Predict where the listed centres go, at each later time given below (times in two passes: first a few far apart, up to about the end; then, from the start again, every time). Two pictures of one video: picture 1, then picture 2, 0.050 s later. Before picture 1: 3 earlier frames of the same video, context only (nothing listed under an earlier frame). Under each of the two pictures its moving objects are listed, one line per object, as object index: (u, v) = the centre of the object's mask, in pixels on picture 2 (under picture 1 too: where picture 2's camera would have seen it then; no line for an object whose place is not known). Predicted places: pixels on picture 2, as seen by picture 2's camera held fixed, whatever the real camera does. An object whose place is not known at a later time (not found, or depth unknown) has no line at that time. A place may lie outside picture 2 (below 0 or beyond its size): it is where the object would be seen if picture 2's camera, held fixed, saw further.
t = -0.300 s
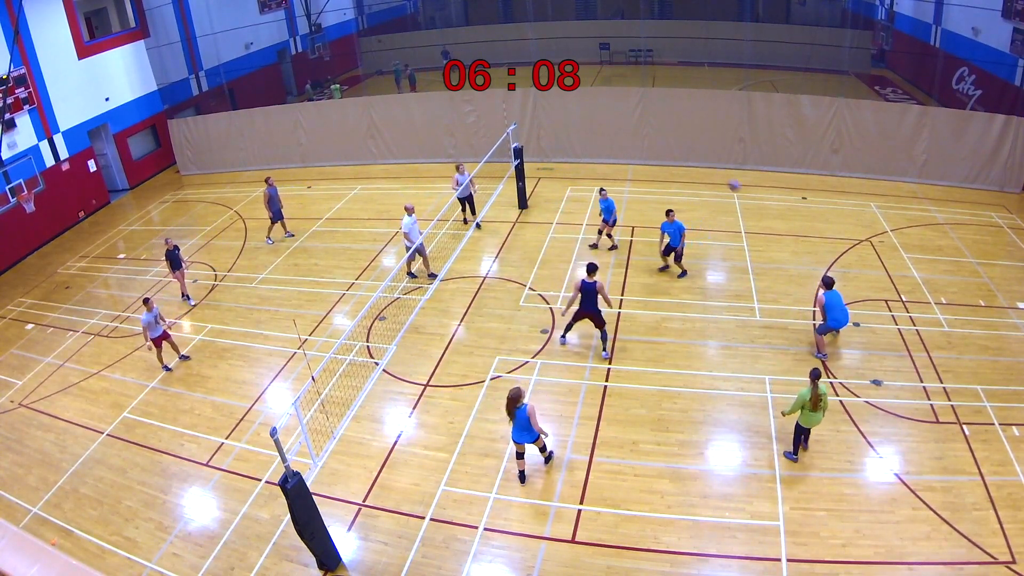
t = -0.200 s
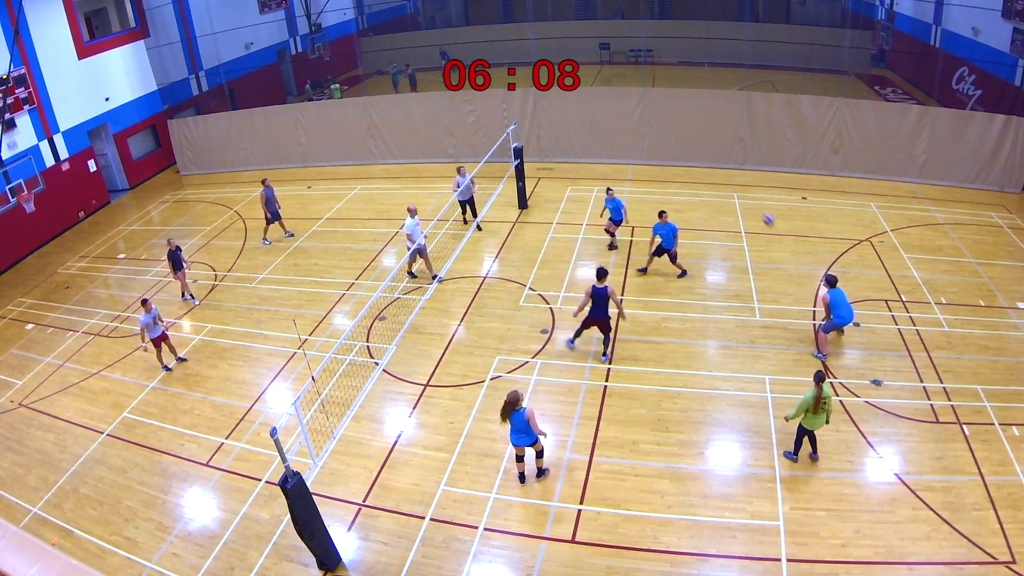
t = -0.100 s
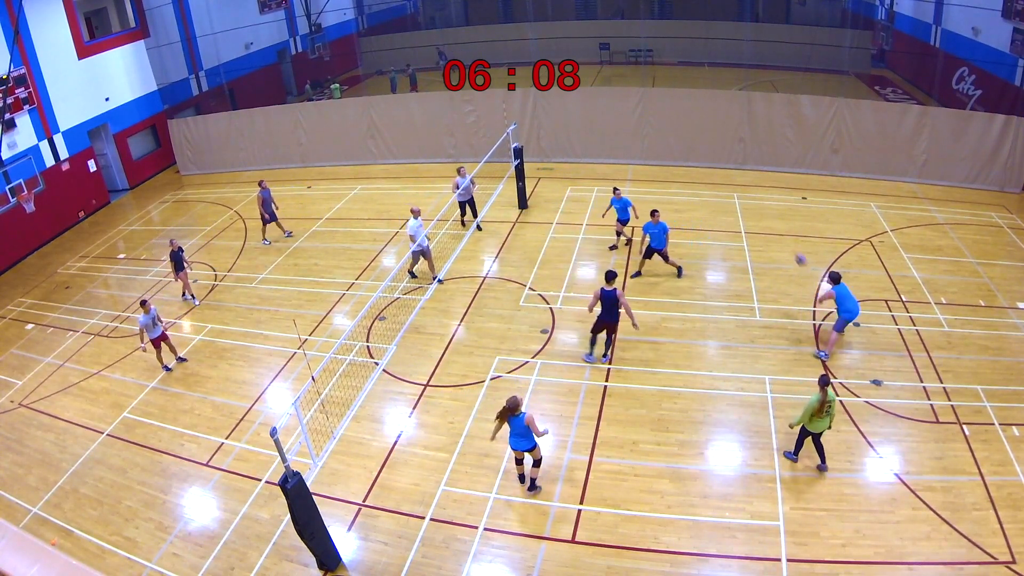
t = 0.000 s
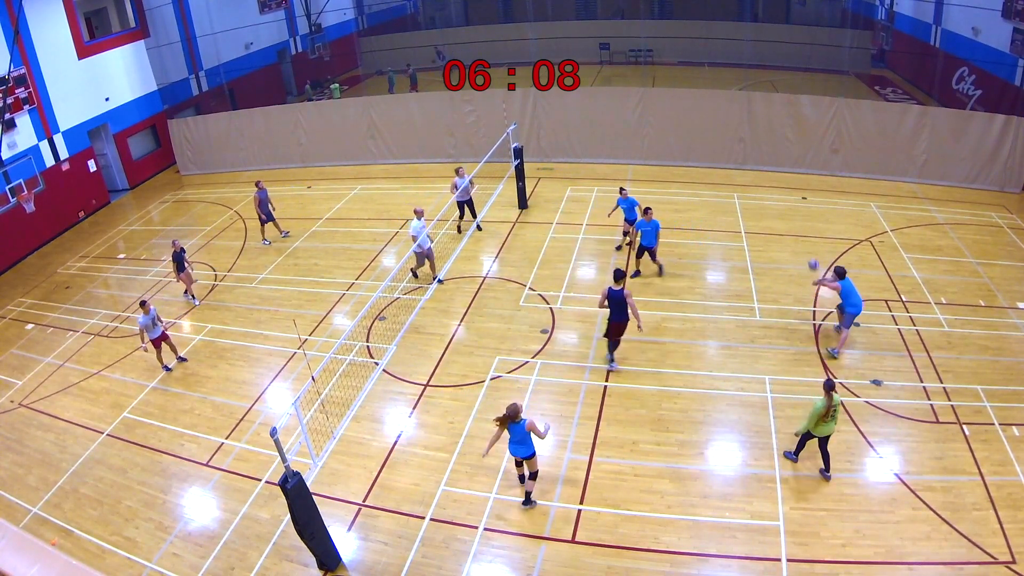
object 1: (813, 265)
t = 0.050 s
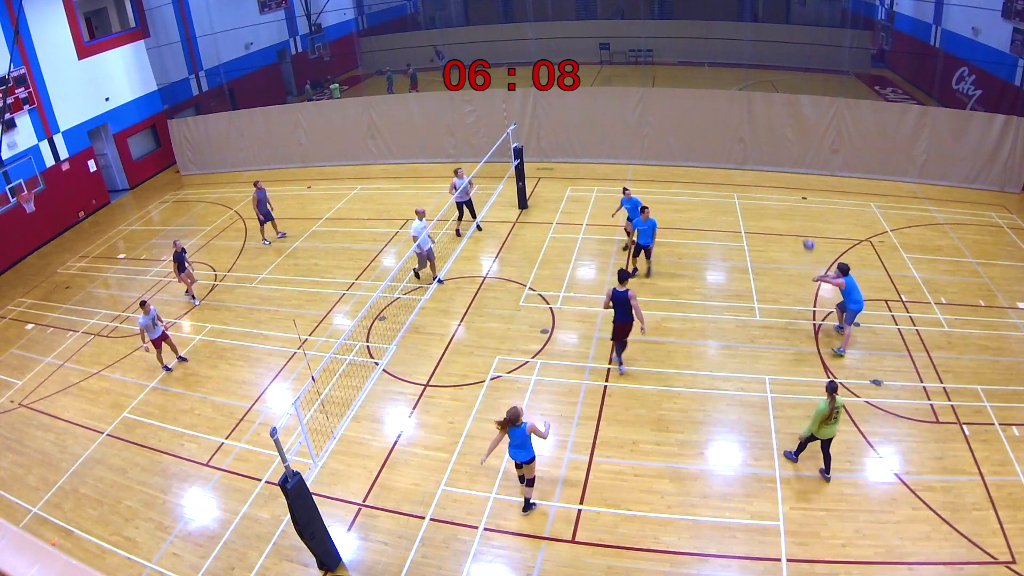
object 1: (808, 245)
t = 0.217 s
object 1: (788, 183)
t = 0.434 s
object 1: (756, 123)
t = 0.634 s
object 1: (723, 91)
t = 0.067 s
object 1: (807, 238)
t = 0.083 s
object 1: (805, 231)
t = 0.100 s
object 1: (803, 225)
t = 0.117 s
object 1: (801, 219)
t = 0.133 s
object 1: (799, 213)
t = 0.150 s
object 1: (797, 207)
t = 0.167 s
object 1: (795, 201)
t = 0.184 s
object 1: (792, 194)
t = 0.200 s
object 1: (790, 189)
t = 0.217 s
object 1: (788, 183)
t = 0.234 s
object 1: (786, 178)
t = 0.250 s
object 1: (783, 172)
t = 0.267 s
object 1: (781, 167)
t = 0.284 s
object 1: (779, 162)
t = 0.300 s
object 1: (776, 157)
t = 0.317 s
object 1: (774, 152)
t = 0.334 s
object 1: (771, 148)
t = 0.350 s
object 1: (769, 144)
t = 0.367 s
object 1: (767, 139)
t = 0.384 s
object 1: (764, 134)
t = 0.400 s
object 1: (762, 131)
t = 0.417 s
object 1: (758, 126)
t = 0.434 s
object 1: (756, 123)
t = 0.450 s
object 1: (753, 120)
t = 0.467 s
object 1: (750, 116)
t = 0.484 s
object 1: (747, 113)
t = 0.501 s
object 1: (745, 110)
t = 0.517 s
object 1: (742, 107)
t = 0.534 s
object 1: (739, 104)
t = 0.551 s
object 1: (736, 102)
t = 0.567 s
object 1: (734, 99)
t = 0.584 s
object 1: (731, 97)
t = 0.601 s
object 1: (728, 95)
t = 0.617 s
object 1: (725, 93)
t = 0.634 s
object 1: (723, 91)
